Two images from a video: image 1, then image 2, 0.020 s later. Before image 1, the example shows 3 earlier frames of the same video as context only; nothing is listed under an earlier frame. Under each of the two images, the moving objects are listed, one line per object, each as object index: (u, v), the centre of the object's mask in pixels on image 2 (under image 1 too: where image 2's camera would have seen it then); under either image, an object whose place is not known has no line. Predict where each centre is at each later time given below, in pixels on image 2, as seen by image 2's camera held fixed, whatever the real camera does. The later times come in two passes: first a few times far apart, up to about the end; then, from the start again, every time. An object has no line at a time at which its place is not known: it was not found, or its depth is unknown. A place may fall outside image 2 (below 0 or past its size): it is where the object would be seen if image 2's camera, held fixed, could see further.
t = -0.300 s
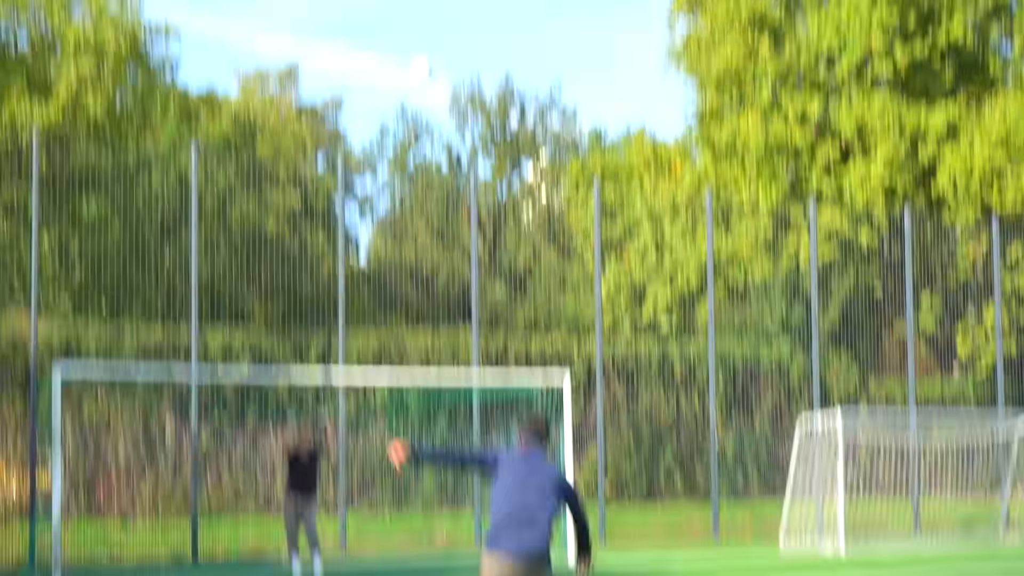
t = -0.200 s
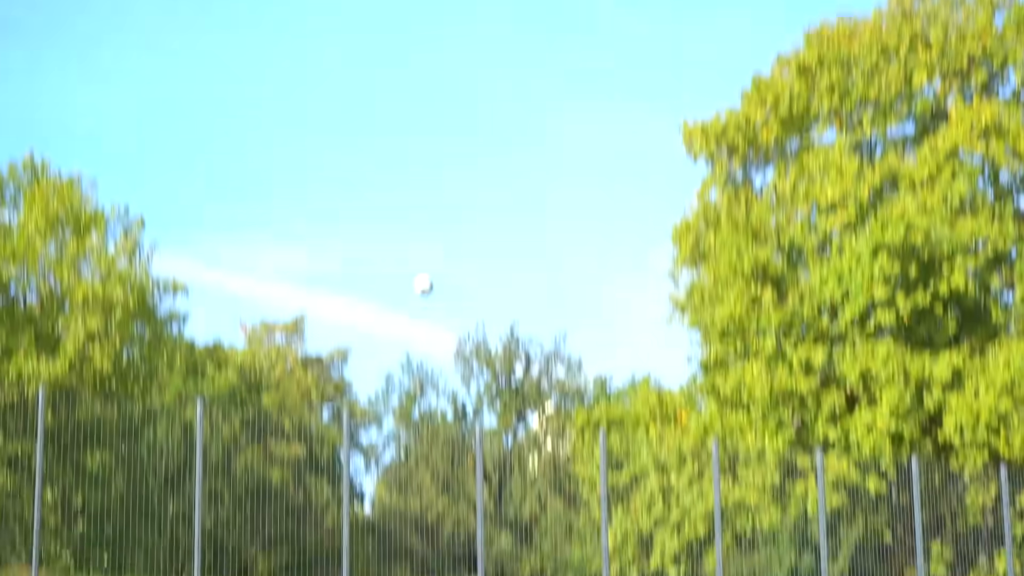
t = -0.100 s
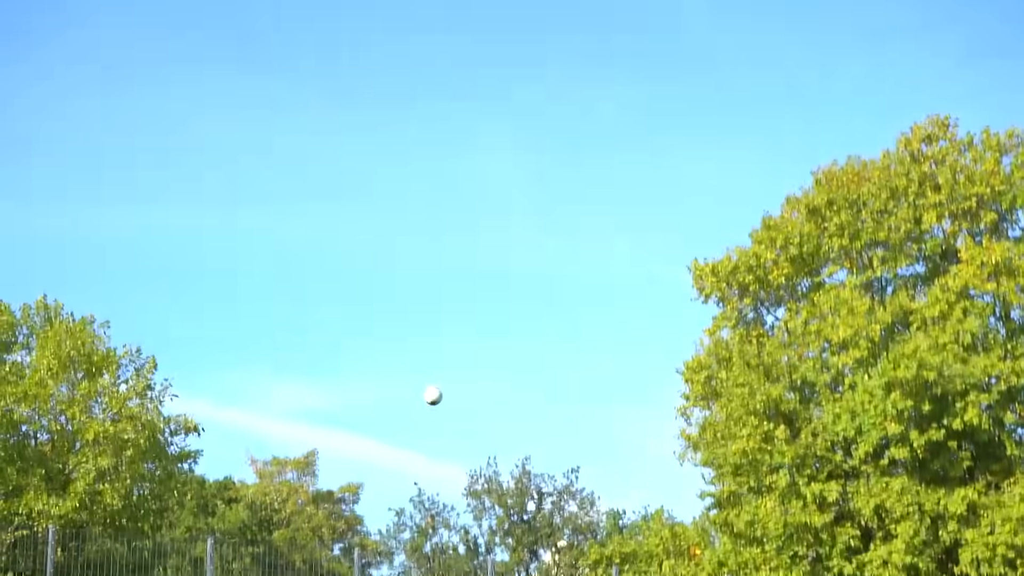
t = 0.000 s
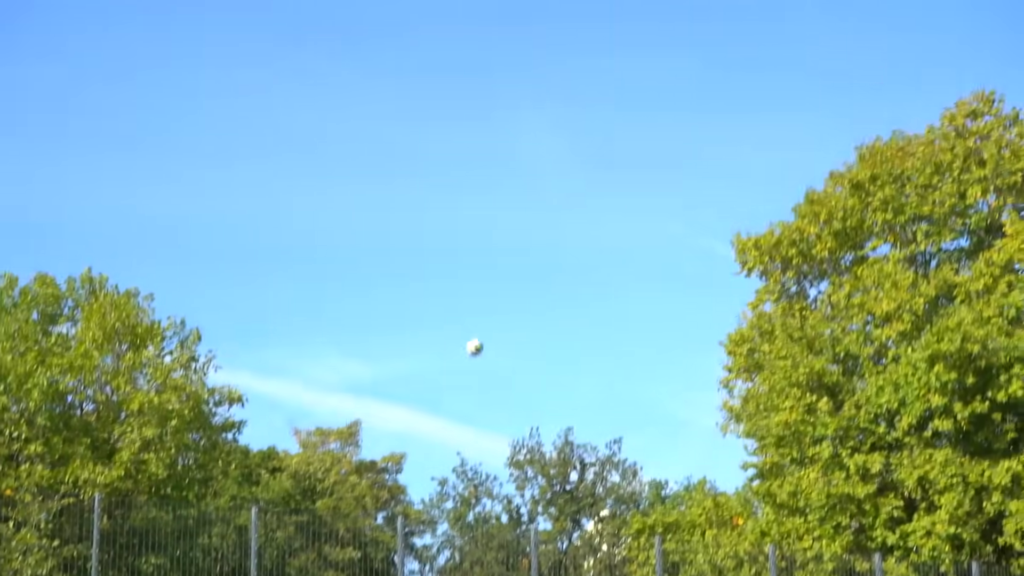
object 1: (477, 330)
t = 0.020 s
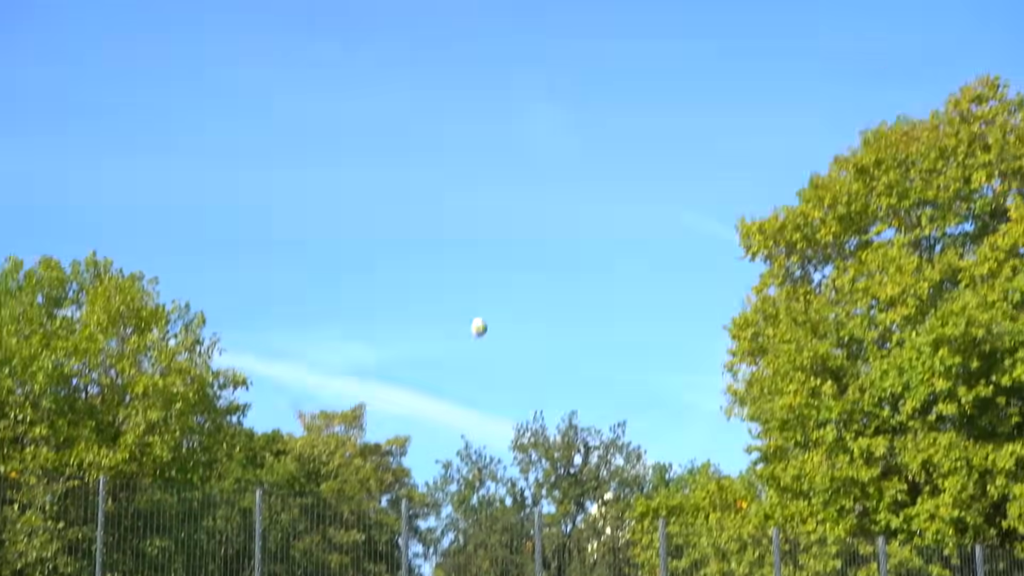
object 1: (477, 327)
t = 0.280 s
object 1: (479, 305)
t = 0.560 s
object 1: (480, 315)
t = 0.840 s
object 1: (480, 348)
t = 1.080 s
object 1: (481, 391)
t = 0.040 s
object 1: (478, 324)
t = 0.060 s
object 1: (477, 321)
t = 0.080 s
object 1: (477, 318)
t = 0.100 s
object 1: (477, 316)
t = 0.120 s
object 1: (477, 314)
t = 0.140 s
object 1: (478, 311)
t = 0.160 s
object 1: (478, 310)
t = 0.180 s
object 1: (478, 309)
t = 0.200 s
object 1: (478, 308)
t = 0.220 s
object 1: (479, 306)
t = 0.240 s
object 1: (478, 306)
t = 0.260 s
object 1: (479, 305)
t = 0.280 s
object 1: (479, 305)
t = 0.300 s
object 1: (479, 305)
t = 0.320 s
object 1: (479, 304)
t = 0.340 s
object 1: (479, 304)
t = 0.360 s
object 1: (479, 304)
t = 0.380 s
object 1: (480, 305)
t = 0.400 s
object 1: (480, 305)
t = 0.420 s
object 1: (480, 306)
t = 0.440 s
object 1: (479, 307)
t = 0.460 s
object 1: (480, 308)
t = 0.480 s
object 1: (480, 309)
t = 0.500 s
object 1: (480, 311)
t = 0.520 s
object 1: (479, 312)
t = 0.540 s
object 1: (480, 313)
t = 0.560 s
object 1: (480, 315)
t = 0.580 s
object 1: (480, 316)
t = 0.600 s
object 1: (480, 318)
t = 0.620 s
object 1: (480, 320)
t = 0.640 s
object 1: (480, 322)
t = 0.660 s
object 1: (480, 324)
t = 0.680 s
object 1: (480, 326)
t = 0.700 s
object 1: (480, 329)
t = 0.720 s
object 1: (480, 331)
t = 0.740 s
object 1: (480, 334)
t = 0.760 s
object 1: (480, 336)
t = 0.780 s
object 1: (480, 339)
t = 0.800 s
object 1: (480, 342)
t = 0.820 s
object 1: (480, 345)
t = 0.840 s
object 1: (480, 348)
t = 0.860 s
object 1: (480, 351)
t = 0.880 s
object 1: (479, 354)
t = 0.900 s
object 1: (480, 357)
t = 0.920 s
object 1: (479, 361)
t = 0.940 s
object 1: (480, 364)
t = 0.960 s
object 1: (480, 368)
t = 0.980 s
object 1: (480, 371)
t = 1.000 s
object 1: (480, 375)
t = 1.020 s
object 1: (480, 379)
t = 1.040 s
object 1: (481, 383)
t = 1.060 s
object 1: (480, 387)
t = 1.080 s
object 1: (481, 391)
